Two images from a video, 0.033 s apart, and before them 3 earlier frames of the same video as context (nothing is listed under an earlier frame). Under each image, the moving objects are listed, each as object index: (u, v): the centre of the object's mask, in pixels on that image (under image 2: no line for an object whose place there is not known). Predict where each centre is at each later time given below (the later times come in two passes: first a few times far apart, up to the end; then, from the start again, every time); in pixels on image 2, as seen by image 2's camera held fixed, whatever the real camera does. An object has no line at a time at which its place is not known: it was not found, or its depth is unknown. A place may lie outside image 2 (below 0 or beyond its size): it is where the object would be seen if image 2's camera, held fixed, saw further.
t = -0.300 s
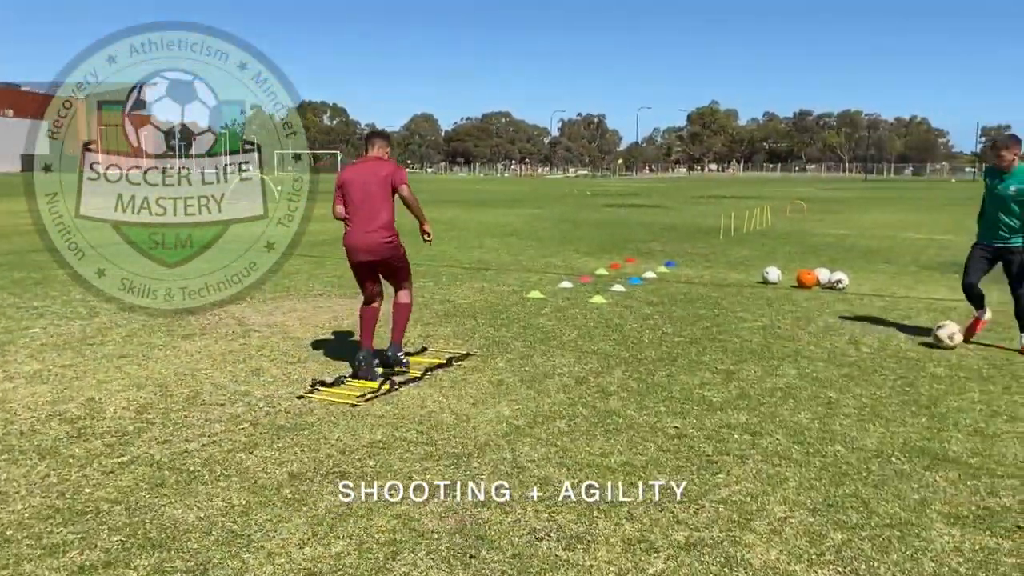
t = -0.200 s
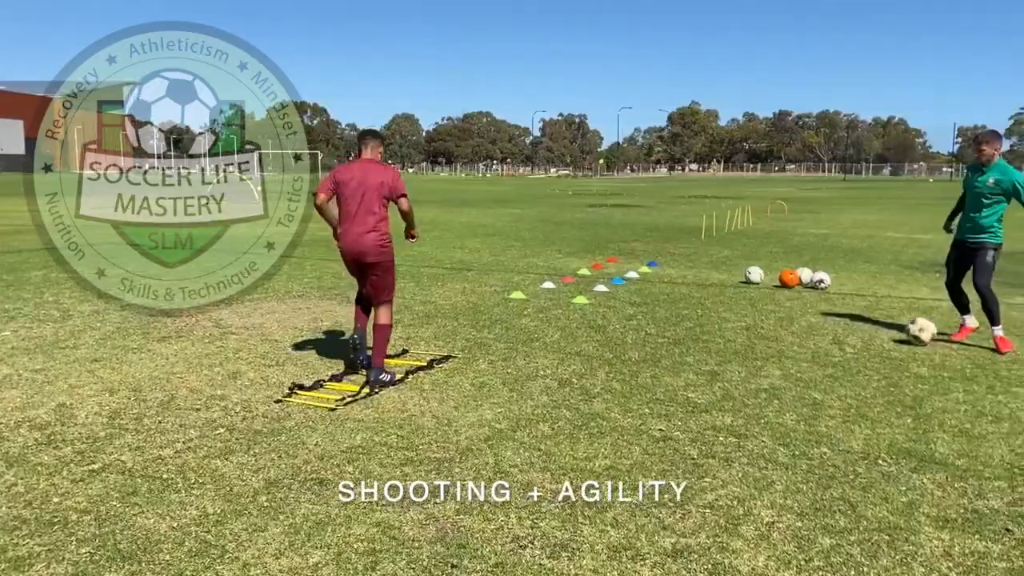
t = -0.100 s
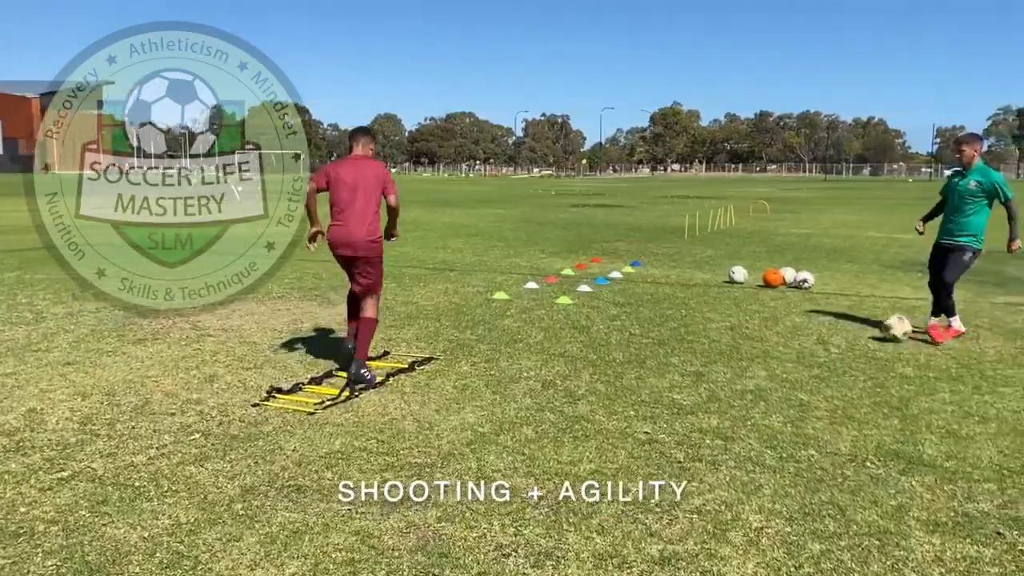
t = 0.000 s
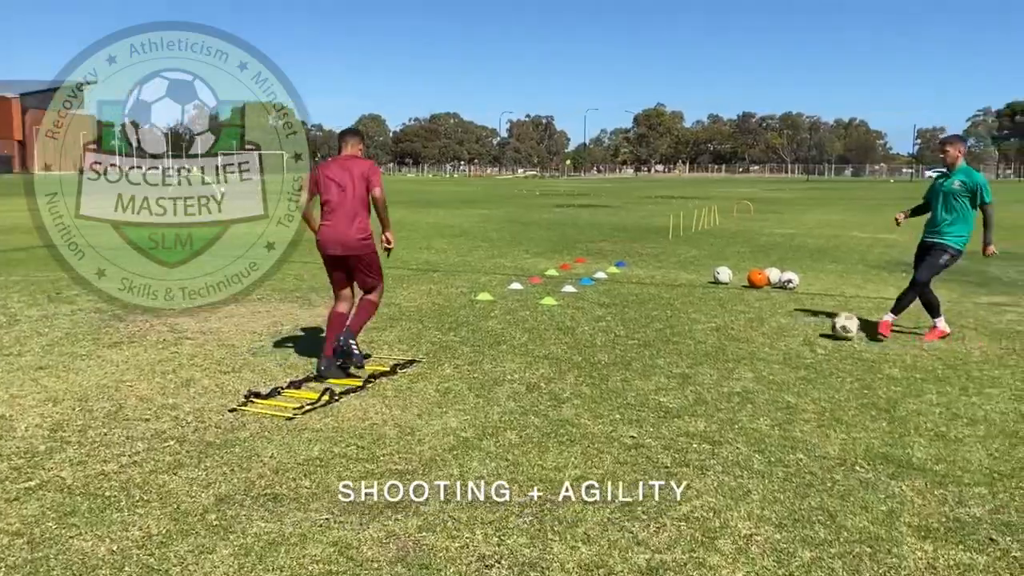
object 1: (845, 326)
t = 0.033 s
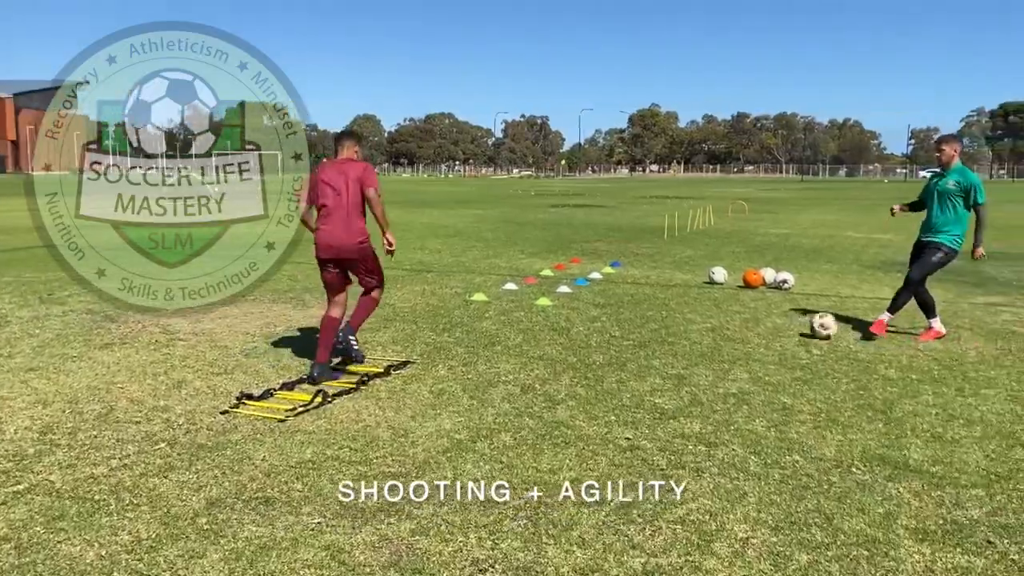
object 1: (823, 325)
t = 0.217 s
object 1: (748, 318)
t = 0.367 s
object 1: (700, 315)
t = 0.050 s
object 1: (815, 325)
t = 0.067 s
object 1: (808, 324)
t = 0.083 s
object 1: (801, 321)
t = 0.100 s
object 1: (794, 321)
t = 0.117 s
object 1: (787, 319)
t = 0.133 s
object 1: (781, 319)
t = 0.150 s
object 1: (775, 318)
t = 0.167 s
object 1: (768, 318)
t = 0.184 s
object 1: (761, 317)
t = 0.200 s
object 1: (755, 318)
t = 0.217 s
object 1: (748, 318)
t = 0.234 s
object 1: (742, 319)
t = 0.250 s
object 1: (737, 319)
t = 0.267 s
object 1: (730, 318)
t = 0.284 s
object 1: (726, 317)
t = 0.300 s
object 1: (721, 316)
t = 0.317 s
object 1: (715, 315)
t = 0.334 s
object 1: (709, 315)
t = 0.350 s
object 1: (705, 315)
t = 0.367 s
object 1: (700, 315)
